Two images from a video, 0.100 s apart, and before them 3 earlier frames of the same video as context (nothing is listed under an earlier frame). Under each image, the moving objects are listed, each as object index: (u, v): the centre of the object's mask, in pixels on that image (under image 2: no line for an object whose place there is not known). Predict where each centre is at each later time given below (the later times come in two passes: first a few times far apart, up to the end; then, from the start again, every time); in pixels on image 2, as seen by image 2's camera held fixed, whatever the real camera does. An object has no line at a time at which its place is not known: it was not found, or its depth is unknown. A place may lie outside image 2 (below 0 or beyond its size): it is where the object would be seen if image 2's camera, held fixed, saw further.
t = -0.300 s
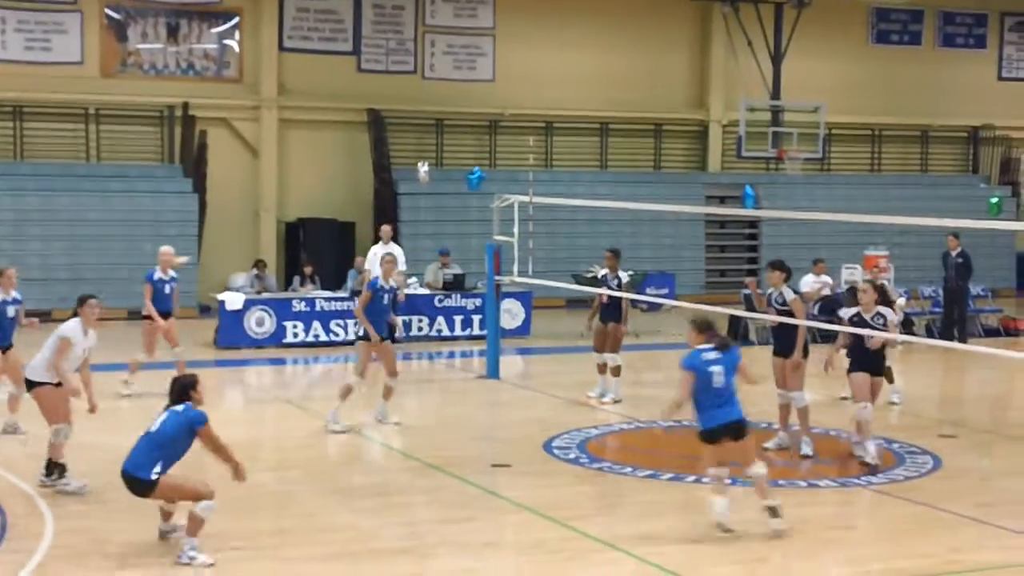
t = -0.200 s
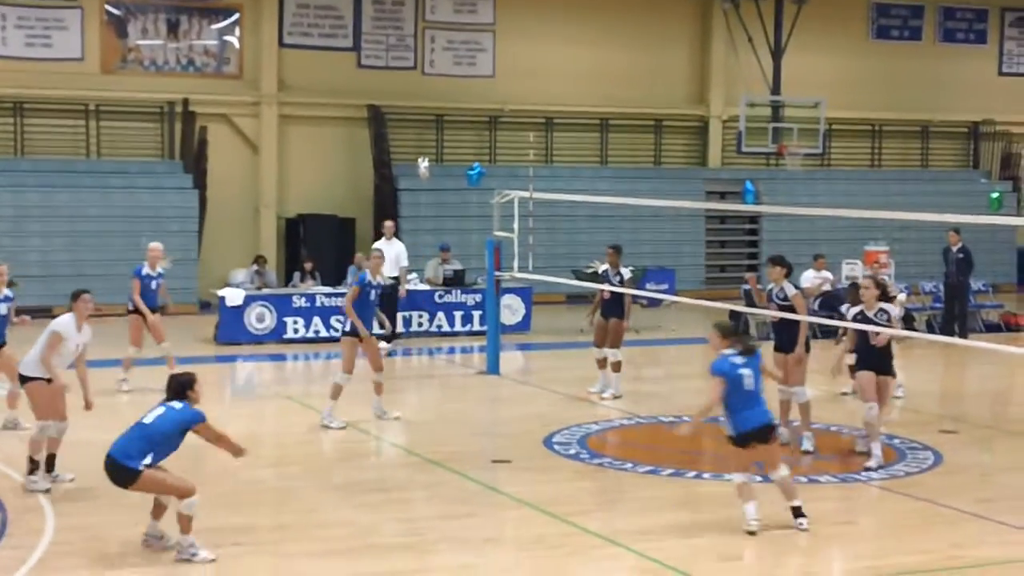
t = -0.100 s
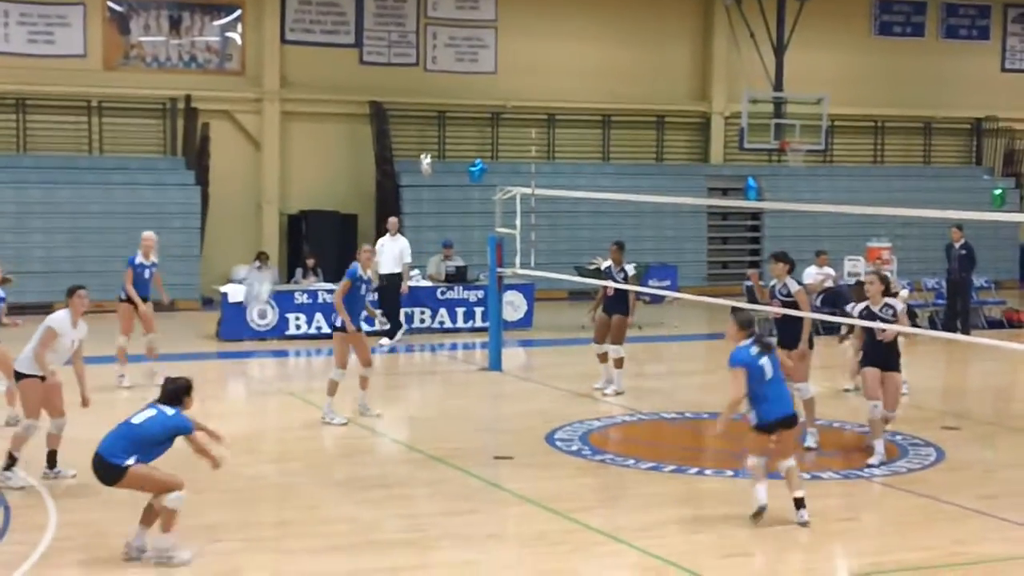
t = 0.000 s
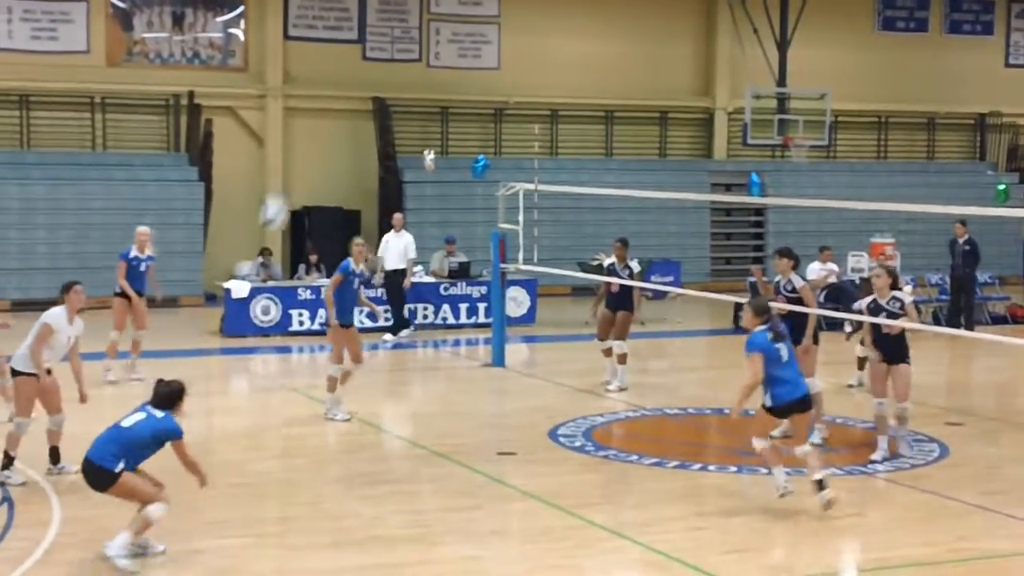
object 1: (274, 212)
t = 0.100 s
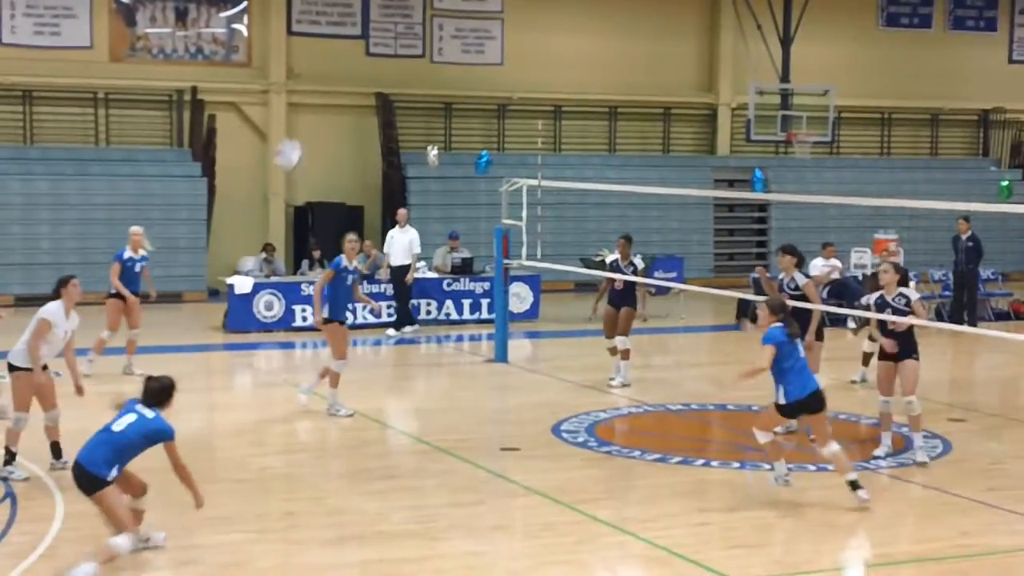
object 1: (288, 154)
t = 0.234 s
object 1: (301, 106)
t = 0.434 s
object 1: (317, 79)
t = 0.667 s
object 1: (333, 107)
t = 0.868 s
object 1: (344, 177)
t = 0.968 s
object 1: (349, 225)
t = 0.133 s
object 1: (292, 140)
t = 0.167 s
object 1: (295, 128)
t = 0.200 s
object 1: (299, 115)
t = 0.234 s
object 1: (301, 106)
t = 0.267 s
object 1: (303, 96)
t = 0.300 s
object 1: (305, 91)
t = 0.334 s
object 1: (310, 86)
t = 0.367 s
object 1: (313, 83)
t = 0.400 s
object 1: (315, 80)
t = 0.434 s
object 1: (317, 79)
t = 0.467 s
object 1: (320, 80)
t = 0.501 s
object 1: (323, 82)
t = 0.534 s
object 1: (325, 83)
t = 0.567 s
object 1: (327, 87)
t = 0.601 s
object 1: (328, 92)
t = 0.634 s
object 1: (330, 98)
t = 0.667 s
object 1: (333, 107)
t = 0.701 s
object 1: (335, 116)
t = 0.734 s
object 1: (337, 127)
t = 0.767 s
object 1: (339, 137)
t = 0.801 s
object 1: (341, 147)
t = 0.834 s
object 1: (342, 160)
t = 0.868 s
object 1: (344, 177)
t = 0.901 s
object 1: (345, 193)
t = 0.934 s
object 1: (348, 210)
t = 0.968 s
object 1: (349, 225)
